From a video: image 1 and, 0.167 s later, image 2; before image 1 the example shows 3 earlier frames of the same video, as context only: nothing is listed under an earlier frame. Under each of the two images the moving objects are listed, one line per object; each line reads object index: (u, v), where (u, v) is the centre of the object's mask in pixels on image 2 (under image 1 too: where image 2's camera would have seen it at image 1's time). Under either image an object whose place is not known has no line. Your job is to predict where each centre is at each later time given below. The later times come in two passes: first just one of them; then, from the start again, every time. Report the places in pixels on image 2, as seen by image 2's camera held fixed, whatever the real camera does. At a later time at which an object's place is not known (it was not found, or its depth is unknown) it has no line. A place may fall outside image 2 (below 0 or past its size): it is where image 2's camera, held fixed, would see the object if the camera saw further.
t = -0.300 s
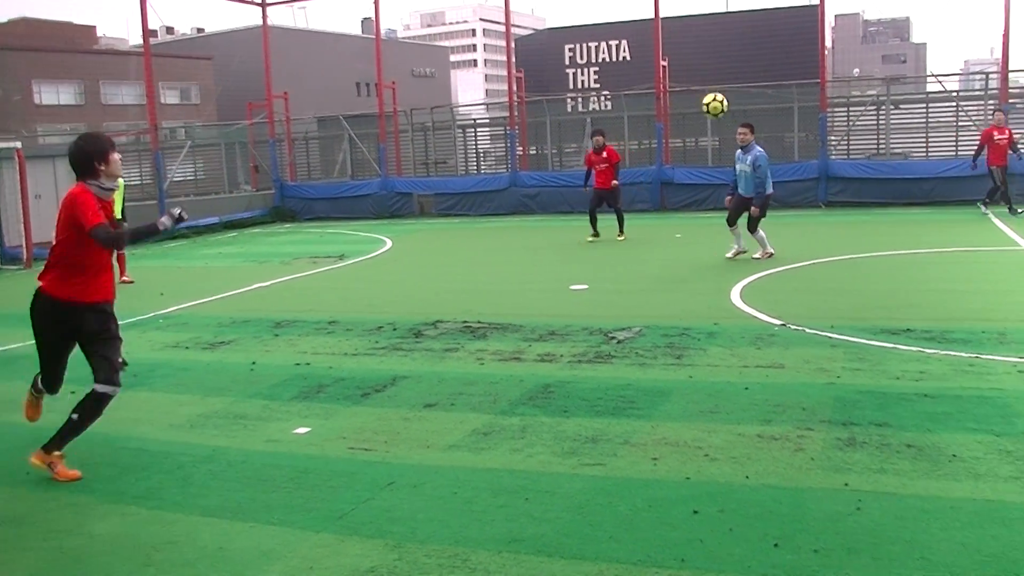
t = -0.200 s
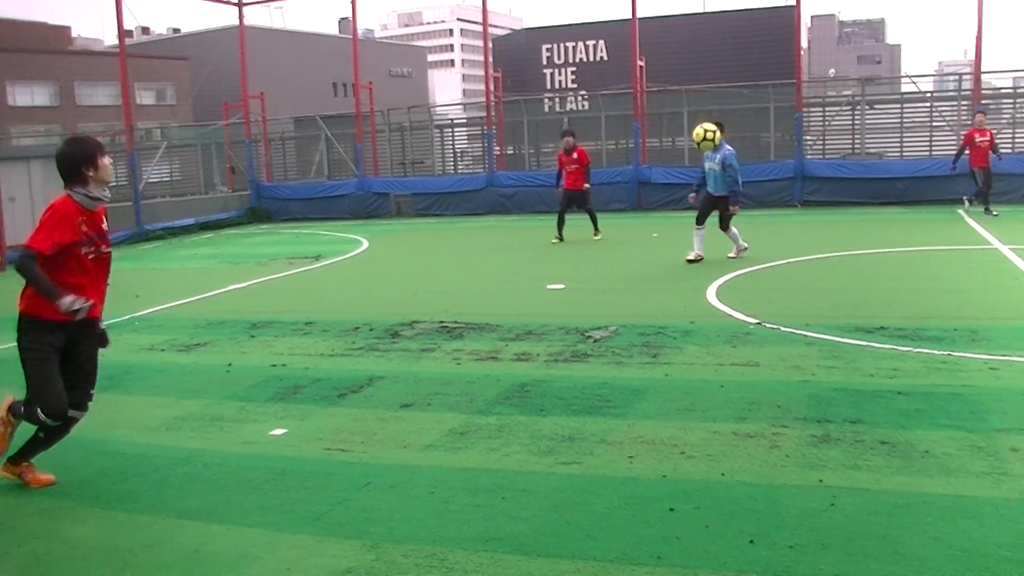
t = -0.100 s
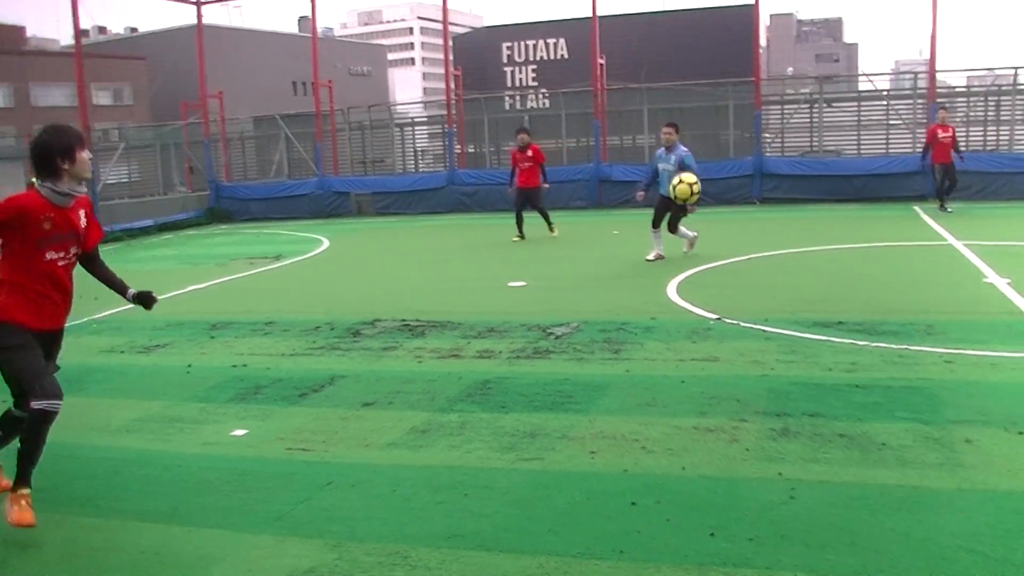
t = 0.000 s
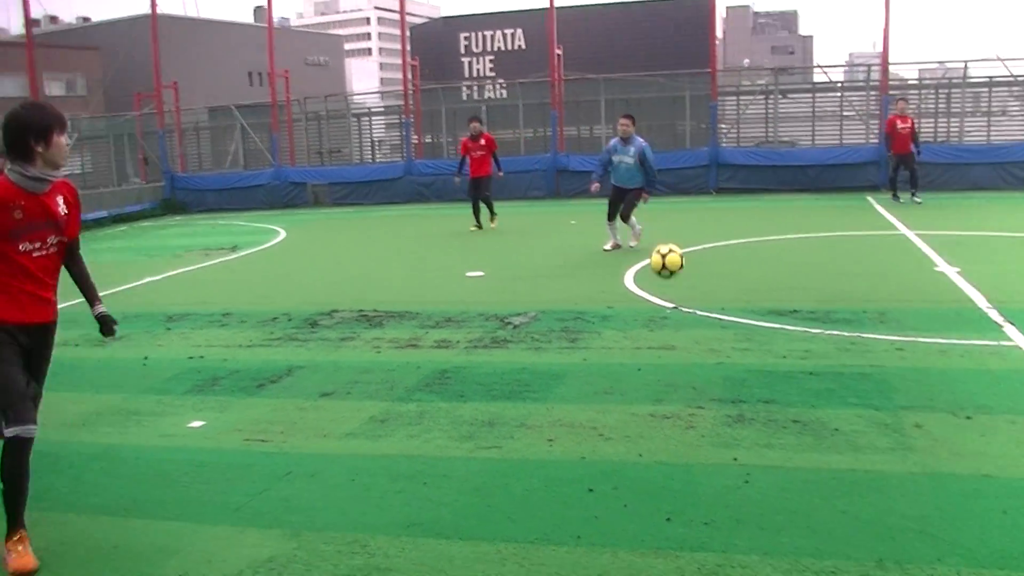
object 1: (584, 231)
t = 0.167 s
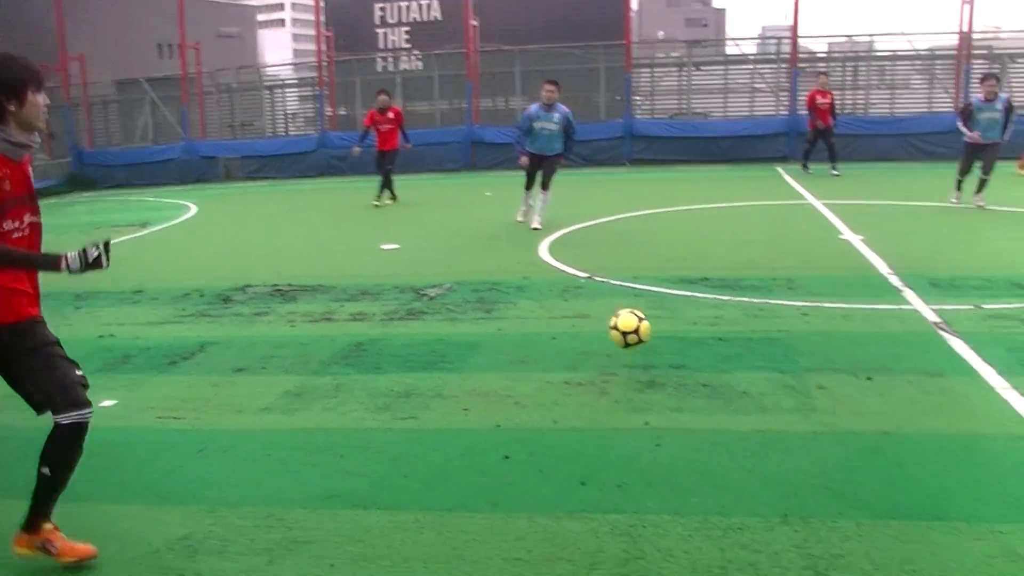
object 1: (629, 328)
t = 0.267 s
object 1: (656, 308)
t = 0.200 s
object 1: (638, 320)
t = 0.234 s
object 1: (646, 313)
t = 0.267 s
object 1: (656, 308)
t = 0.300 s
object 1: (667, 304)
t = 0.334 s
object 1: (680, 302)
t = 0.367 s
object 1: (692, 304)
